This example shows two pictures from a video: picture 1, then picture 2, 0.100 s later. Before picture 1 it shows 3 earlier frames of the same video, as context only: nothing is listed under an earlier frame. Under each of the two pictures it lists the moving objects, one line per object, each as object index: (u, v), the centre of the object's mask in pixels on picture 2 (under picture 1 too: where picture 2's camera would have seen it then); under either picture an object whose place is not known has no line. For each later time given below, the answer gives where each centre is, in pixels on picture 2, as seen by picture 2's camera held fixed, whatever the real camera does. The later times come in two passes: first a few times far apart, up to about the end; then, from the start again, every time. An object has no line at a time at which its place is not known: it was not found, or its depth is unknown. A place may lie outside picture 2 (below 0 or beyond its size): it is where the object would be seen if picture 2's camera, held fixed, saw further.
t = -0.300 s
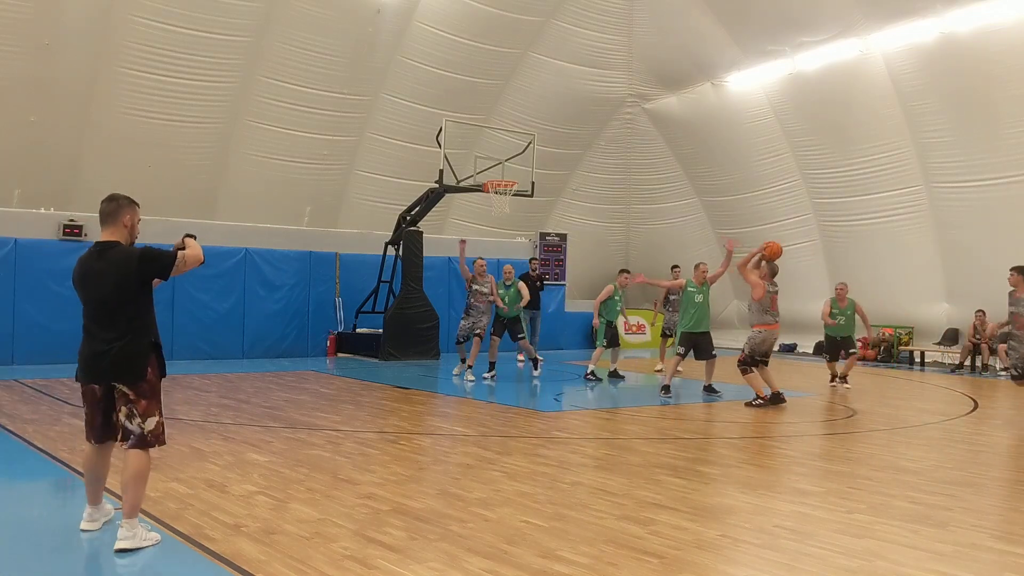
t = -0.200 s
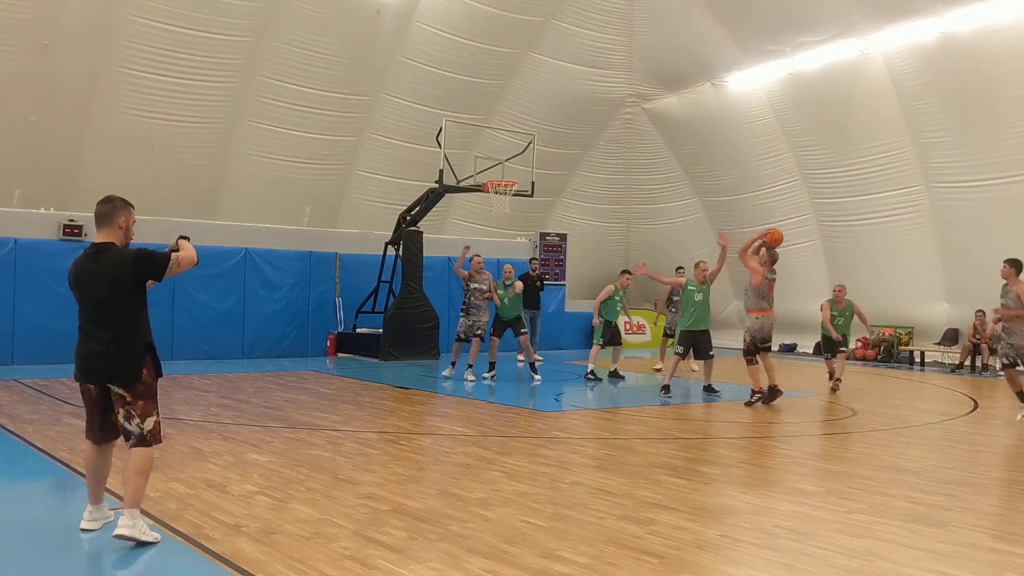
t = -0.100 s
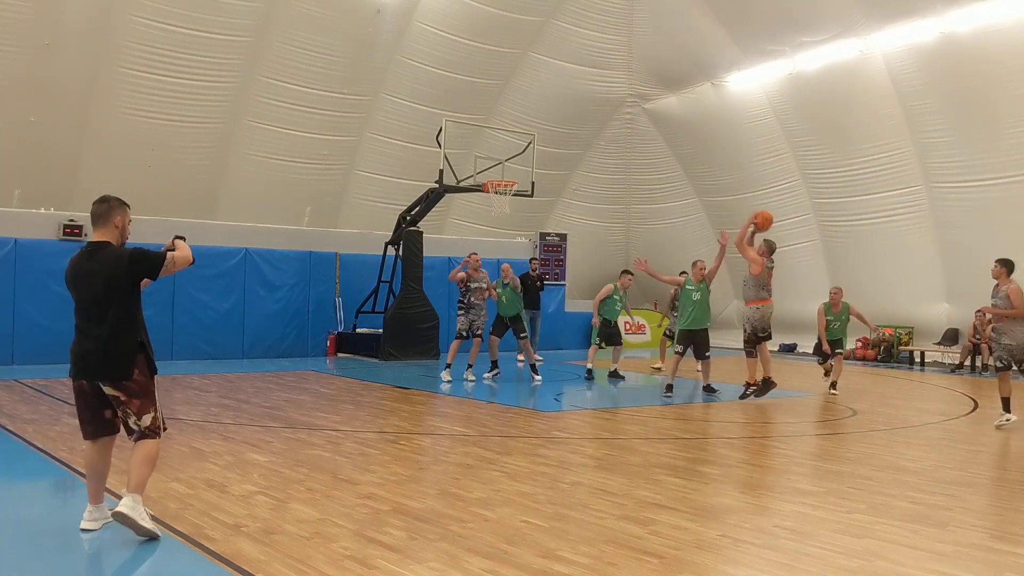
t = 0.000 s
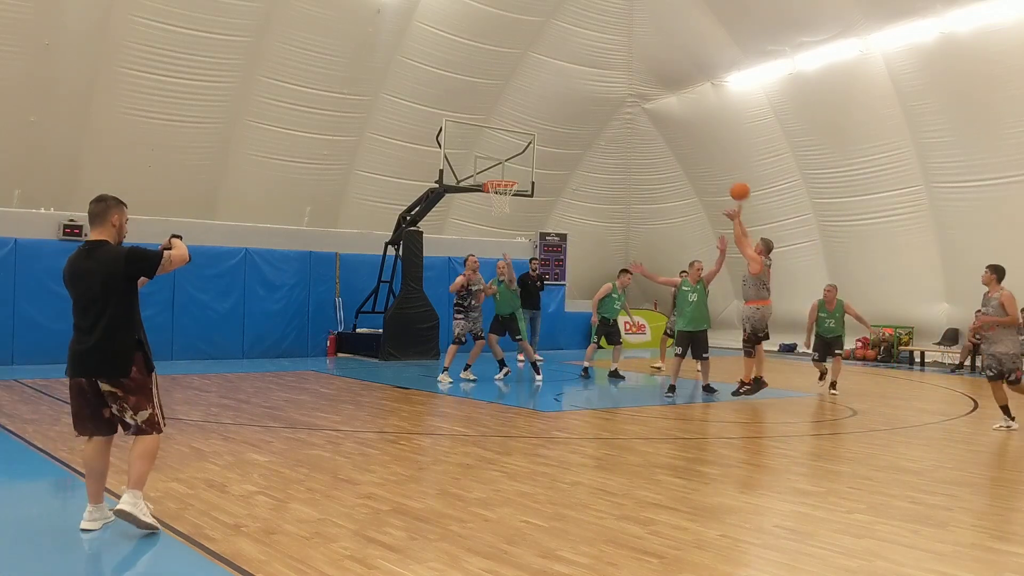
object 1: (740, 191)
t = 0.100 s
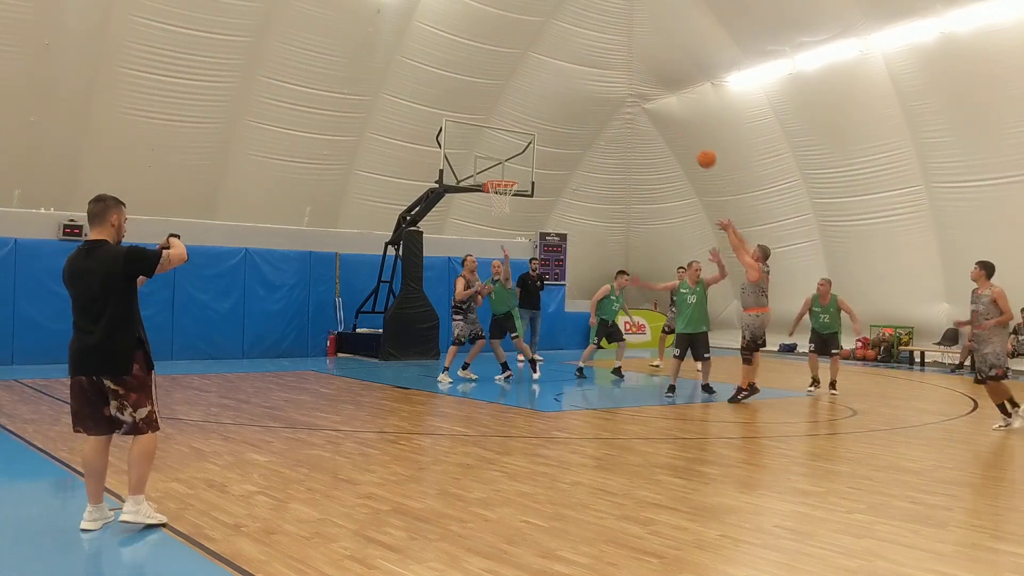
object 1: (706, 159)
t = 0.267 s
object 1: (655, 124)
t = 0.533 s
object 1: (582, 114)
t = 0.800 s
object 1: (517, 150)
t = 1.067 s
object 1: (527, 150)
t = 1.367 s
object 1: (594, 137)
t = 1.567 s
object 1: (639, 161)
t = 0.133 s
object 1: (696, 150)
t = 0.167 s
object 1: (685, 142)
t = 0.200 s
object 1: (675, 136)
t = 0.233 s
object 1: (665, 129)
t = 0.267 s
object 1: (655, 124)
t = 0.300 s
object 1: (645, 120)
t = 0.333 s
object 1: (636, 117)
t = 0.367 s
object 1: (626, 114)
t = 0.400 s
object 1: (617, 113)
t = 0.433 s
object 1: (608, 112)
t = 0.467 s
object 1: (599, 112)
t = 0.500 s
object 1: (591, 113)
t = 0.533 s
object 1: (582, 114)
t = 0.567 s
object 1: (574, 116)
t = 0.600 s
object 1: (565, 119)
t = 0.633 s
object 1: (557, 123)
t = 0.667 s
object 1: (549, 127)
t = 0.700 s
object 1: (541, 132)
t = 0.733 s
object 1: (533, 137)
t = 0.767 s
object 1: (525, 144)
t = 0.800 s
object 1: (517, 150)
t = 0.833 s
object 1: (510, 157)
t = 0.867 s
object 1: (503, 166)
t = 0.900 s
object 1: (496, 173)
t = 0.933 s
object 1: (496, 173)
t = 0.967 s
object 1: (504, 167)
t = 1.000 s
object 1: (512, 161)
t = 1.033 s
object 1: (519, 155)
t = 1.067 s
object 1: (527, 150)
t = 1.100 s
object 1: (535, 146)
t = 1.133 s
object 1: (542, 142)
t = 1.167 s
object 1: (550, 140)
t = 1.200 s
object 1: (557, 138)
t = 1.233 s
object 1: (565, 136)
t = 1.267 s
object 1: (572, 135)
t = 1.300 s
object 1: (579, 135)
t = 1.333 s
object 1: (587, 136)
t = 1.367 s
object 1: (594, 137)
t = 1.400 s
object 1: (602, 139)
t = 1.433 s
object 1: (610, 142)
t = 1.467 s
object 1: (617, 146)
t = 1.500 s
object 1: (624, 150)
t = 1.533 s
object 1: (632, 155)
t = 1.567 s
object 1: (639, 161)
